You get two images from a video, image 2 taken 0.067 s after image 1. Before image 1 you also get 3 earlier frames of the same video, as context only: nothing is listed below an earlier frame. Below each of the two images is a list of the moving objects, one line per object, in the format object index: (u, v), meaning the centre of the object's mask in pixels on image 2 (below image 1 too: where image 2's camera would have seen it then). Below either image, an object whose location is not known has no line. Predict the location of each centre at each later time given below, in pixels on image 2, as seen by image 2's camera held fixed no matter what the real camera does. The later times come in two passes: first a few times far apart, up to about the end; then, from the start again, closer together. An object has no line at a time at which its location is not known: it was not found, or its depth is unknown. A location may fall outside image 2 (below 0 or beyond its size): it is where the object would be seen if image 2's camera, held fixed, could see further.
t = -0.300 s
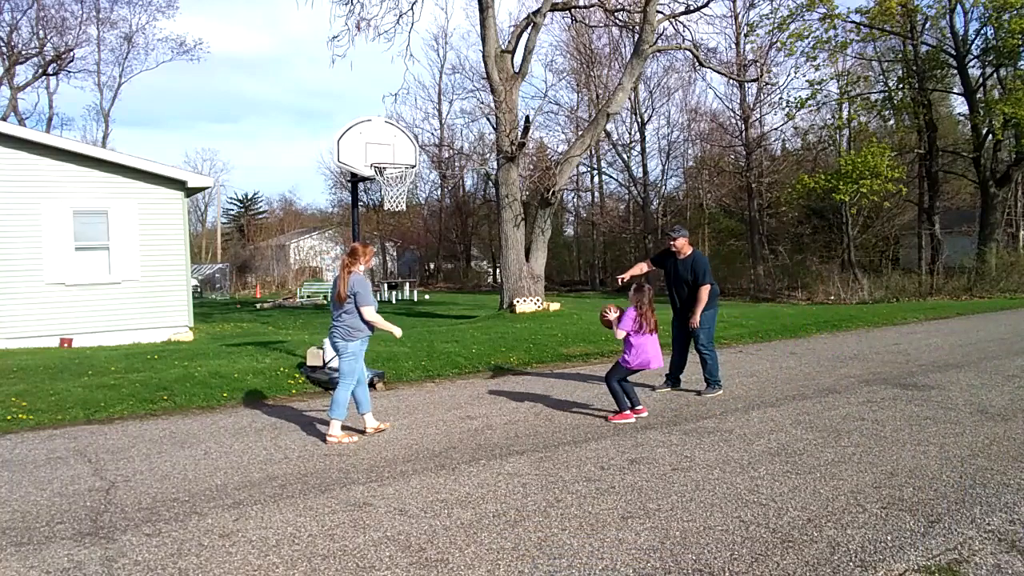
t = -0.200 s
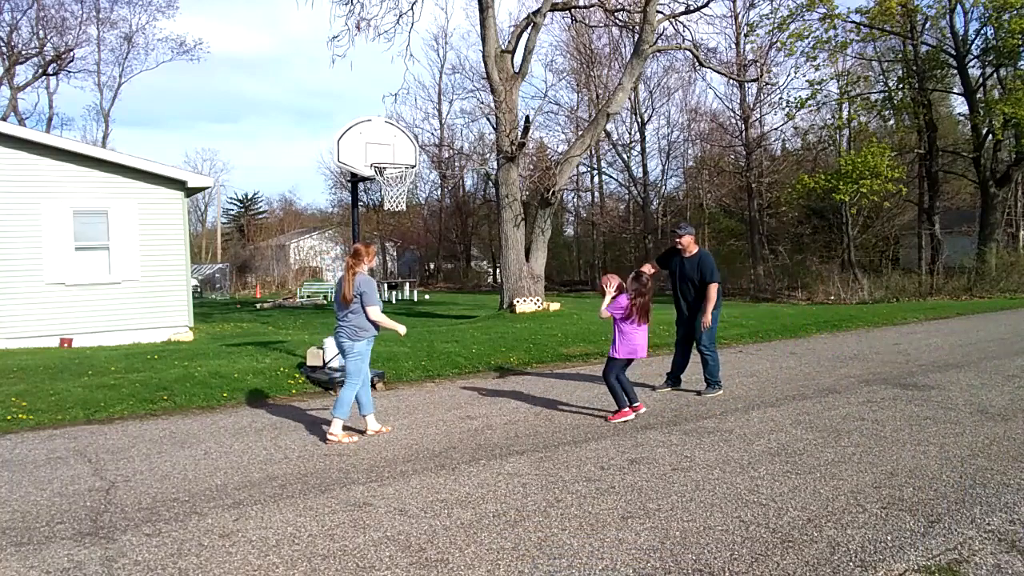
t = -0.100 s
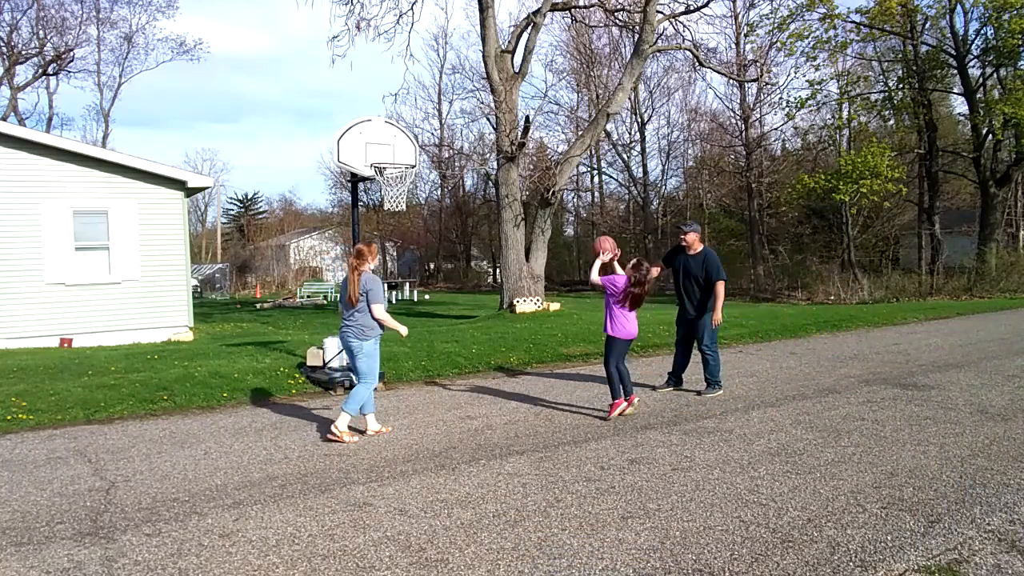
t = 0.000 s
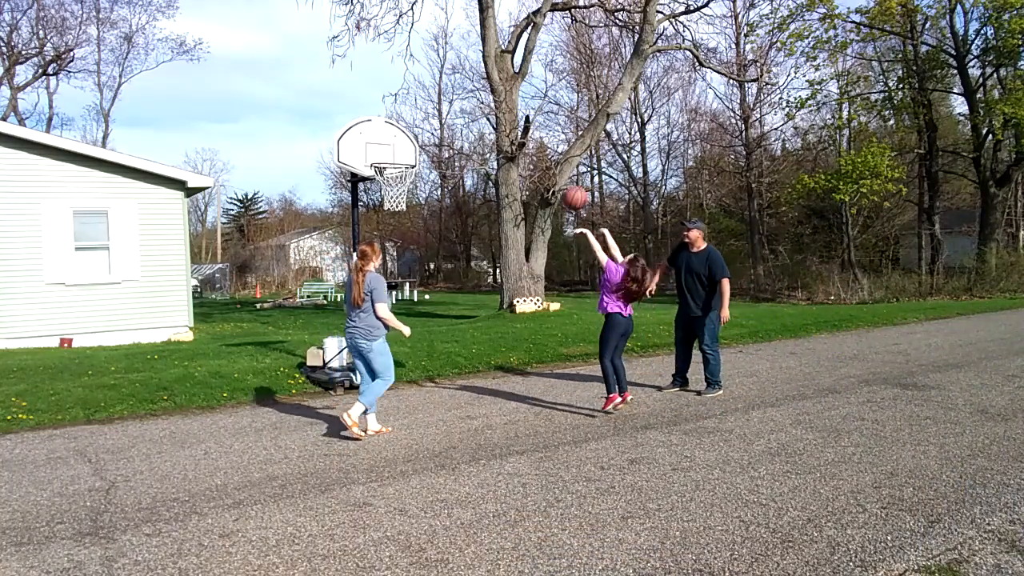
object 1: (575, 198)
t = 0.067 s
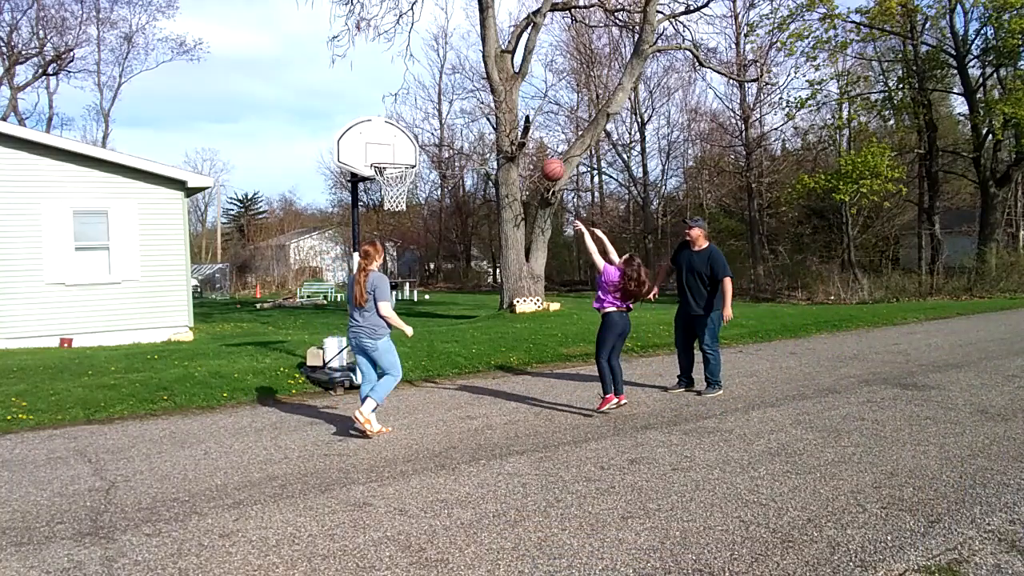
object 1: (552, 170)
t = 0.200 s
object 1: (511, 129)
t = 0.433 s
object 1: (447, 102)
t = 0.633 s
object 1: (400, 118)
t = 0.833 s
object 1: (400, 149)
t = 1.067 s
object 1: (401, 201)
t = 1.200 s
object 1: (396, 234)
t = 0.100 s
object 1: (542, 158)
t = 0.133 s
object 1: (531, 147)
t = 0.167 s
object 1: (521, 137)
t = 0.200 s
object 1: (511, 129)
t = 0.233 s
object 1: (502, 121)
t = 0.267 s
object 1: (491, 115)
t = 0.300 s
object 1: (483, 111)
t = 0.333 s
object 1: (473, 107)
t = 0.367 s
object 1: (464, 105)
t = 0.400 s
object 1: (456, 103)
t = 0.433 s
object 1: (447, 102)
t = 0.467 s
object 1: (438, 103)
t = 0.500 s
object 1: (430, 104)
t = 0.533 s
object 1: (423, 106)
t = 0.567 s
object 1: (415, 110)
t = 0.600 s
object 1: (407, 113)
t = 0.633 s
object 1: (400, 118)
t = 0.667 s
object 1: (395, 123)
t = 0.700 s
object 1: (395, 127)
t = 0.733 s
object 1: (397, 130)
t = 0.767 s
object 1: (398, 135)
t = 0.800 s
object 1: (399, 141)
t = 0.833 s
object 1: (400, 149)
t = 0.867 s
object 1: (402, 156)
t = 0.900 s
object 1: (403, 164)
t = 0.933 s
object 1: (405, 175)
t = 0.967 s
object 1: (406, 184)
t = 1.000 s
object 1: (403, 189)
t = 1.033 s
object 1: (403, 198)
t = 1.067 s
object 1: (401, 201)
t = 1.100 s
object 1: (400, 206)
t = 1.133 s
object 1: (398, 215)
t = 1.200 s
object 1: (396, 234)
